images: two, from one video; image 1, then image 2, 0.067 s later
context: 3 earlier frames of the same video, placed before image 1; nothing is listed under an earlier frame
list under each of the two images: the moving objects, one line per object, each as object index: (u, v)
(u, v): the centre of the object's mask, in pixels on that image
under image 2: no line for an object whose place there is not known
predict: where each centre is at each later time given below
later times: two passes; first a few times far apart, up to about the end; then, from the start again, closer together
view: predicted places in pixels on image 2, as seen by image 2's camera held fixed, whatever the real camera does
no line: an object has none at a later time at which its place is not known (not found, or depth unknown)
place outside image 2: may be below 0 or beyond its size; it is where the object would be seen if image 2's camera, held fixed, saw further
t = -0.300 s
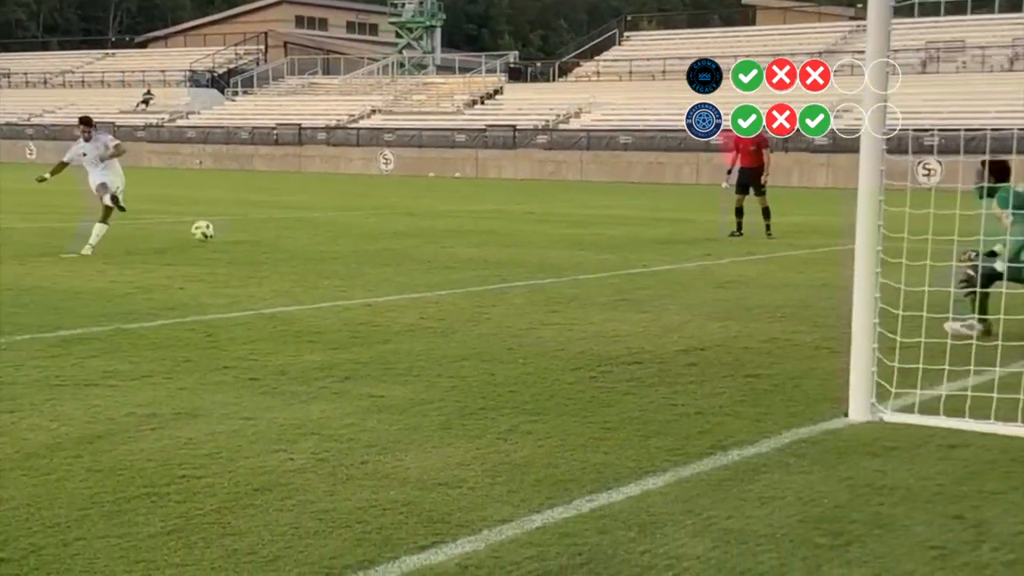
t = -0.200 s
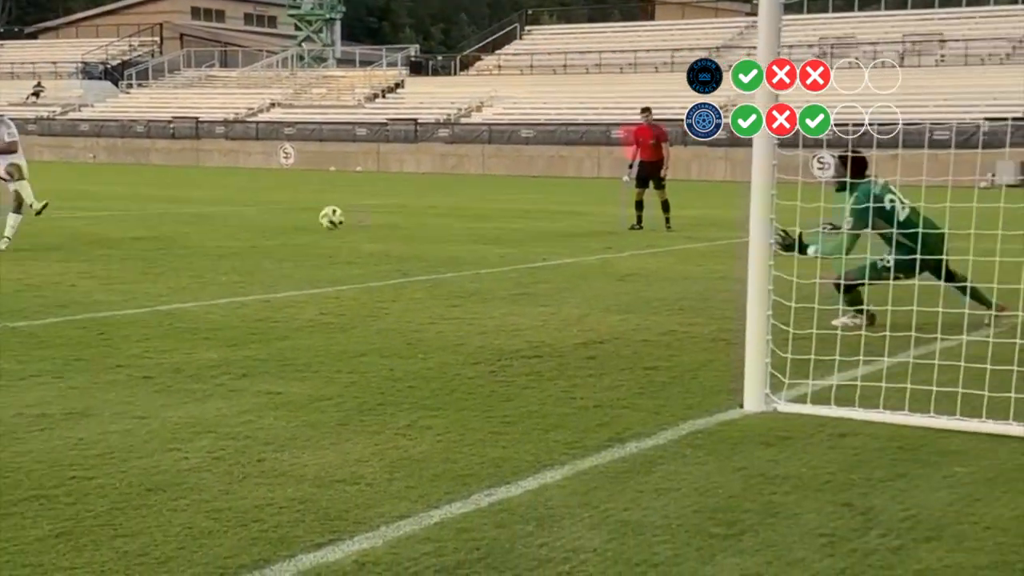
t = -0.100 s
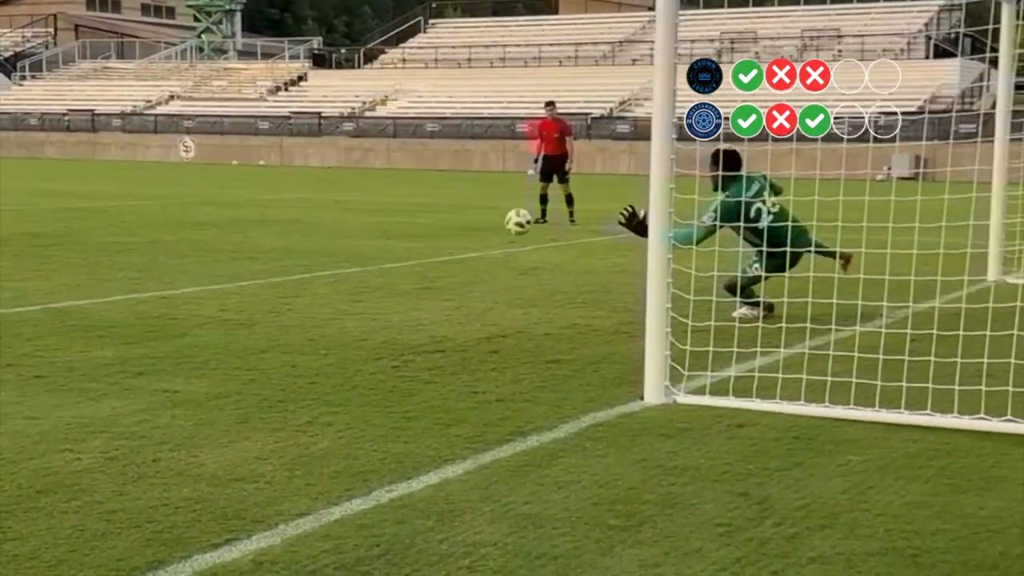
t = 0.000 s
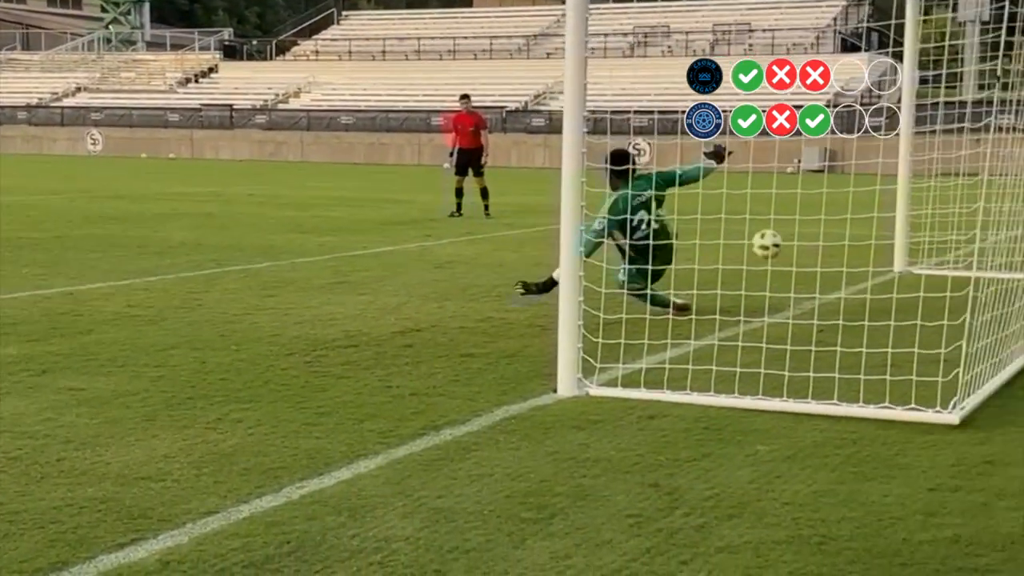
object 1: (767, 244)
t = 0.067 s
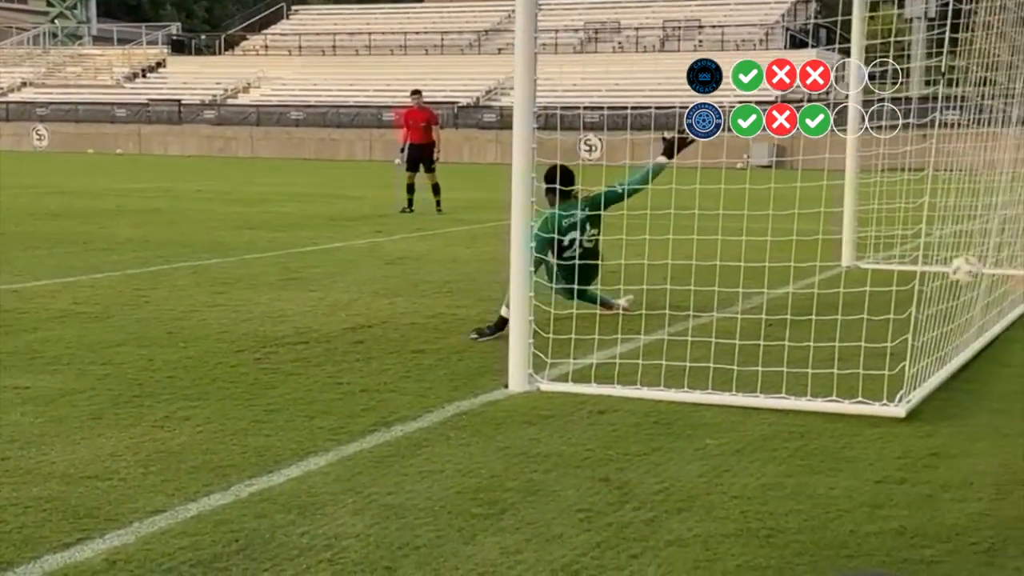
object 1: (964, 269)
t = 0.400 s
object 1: (1022, 45)
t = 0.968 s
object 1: (906, 36)
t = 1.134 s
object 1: (998, 148)
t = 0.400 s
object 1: (1022, 45)
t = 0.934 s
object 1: (889, 25)
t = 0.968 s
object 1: (906, 36)
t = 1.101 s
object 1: (979, 120)
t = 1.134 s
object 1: (998, 148)
